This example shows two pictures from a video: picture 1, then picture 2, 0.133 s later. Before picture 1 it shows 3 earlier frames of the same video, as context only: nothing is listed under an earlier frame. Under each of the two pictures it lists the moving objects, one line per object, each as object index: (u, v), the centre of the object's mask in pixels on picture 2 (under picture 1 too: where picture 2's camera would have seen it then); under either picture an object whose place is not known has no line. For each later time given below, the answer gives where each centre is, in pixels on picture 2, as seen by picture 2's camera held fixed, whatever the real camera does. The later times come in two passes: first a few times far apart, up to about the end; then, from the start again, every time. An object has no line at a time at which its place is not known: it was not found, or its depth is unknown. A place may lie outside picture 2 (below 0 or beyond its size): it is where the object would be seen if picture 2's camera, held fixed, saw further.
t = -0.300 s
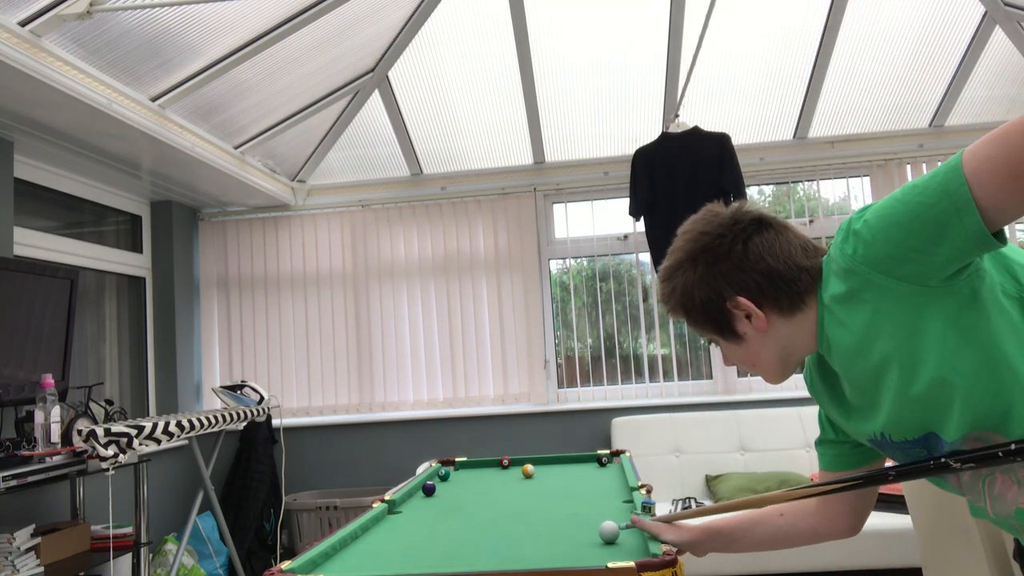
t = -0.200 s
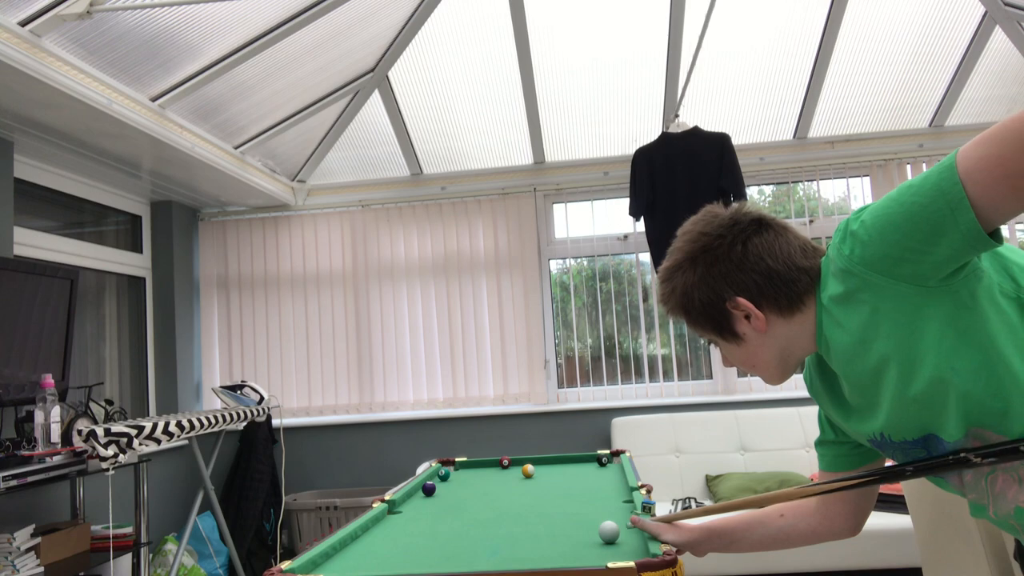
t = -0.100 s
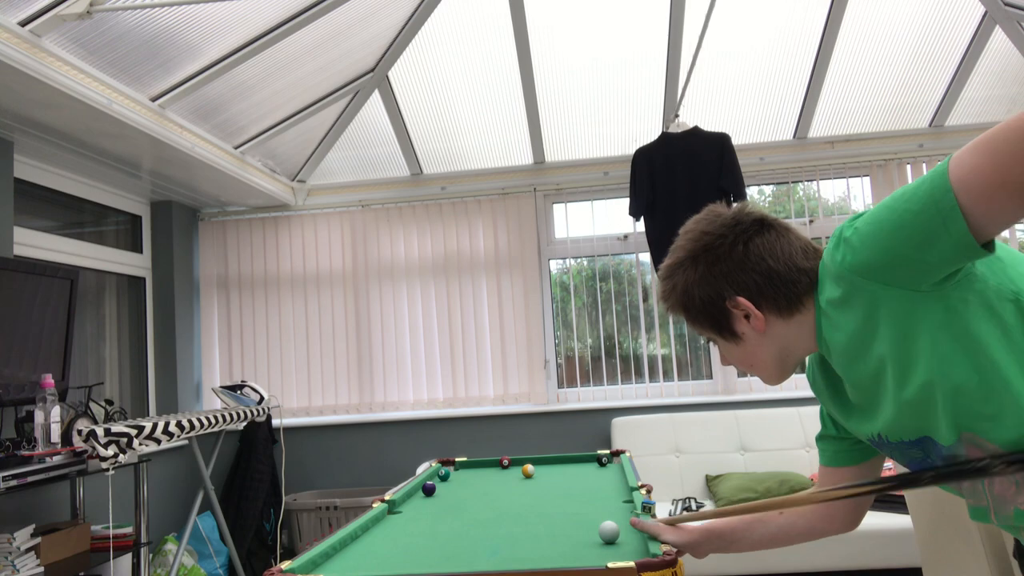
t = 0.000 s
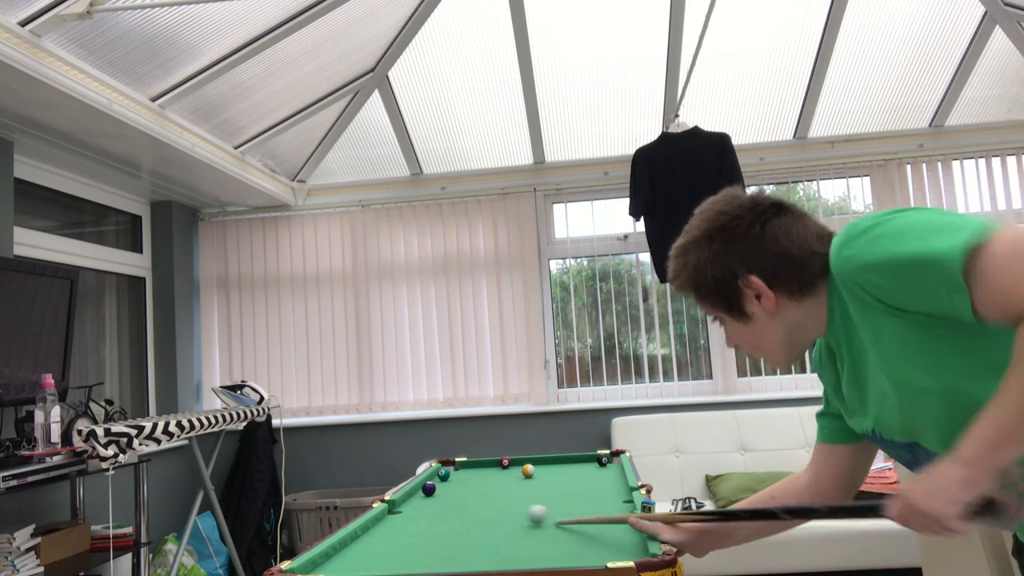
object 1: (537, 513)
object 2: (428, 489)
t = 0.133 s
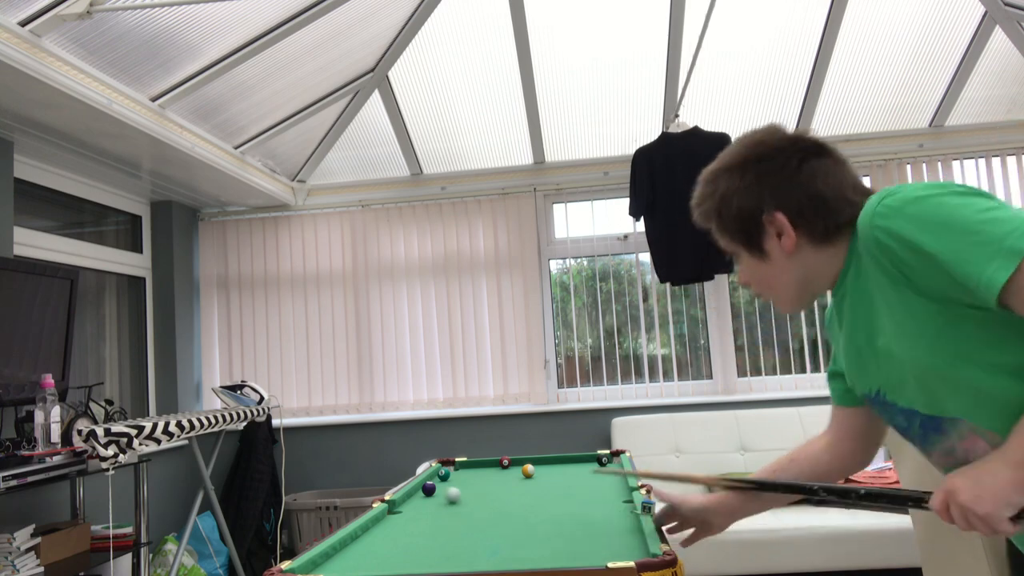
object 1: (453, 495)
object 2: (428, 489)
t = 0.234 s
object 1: (434, 490)
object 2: (439, 480)
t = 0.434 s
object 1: (425, 484)
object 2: (501, 468)
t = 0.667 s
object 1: (444, 476)
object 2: (557, 461)
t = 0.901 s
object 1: (457, 473)
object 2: (611, 463)
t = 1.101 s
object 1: (468, 471)
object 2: (596, 468)
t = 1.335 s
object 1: (479, 469)
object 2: (571, 474)
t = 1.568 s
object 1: (489, 468)
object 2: (546, 481)
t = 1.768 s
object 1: (495, 467)
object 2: (524, 487)
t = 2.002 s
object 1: (501, 466)
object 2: (497, 494)
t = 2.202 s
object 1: (505, 466)
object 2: (476, 499)
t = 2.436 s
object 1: (507, 466)
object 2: (452, 504)
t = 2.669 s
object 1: (508, 466)
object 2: (433, 509)
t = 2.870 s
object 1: (508, 466)
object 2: (419, 512)
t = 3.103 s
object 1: (508, 466)
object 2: (407, 516)
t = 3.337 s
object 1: (508, 466)
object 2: (401, 517)
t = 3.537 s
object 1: (508, 466)
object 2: (400, 517)
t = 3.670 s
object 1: (508, 466)
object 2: (400, 517)
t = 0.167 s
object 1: (437, 491)
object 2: (427, 488)
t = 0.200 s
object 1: (434, 490)
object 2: (423, 485)
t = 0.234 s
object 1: (434, 490)
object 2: (439, 480)
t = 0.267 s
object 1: (434, 489)
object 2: (452, 479)
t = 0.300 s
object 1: (432, 488)
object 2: (463, 476)
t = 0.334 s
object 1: (430, 487)
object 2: (473, 474)
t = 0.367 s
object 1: (429, 486)
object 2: (483, 472)
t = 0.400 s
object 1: (426, 486)
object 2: (492, 470)
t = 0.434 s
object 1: (425, 484)
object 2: (501, 468)
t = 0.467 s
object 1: (429, 483)
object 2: (510, 466)
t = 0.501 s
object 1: (431, 481)
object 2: (518, 464)
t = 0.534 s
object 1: (434, 480)
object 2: (526, 460)
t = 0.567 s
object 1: (437, 479)
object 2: (534, 460)
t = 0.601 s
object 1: (440, 477)
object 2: (542, 460)
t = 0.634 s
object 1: (442, 476)
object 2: (550, 460)
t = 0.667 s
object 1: (444, 476)
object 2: (557, 461)
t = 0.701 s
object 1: (446, 475)
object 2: (564, 461)
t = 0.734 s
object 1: (448, 475)
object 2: (572, 462)
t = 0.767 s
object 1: (450, 474)
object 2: (580, 462)
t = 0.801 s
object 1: (452, 474)
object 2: (587, 462)
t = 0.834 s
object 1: (454, 474)
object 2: (595, 462)
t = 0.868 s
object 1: (456, 473)
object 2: (603, 461)
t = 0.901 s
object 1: (457, 473)
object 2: (611, 463)
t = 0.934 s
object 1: (459, 472)
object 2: (615, 462)
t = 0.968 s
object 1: (461, 472)
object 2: (610, 464)
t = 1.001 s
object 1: (463, 472)
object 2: (607, 466)
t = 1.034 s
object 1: (465, 472)
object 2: (603, 467)
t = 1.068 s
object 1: (466, 471)
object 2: (599, 467)
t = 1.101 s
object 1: (468, 471)
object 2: (596, 468)
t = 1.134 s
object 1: (470, 471)
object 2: (592, 468)
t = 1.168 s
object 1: (471, 471)
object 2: (589, 470)
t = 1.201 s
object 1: (473, 470)
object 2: (586, 471)
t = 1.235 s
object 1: (475, 470)
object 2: (582, 472)
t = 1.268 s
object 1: (476, 470)
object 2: (578, 472)
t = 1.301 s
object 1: (477, 469)
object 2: (575, 473)
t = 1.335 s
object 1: (479, 469)
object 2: (571, 474)
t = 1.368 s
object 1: (480, 469)
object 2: (568, 475)
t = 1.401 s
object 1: (482, 469)
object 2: (564, 476)
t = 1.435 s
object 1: (484, 468)
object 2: (561, 477)
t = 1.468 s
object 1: (485, 468)
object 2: (557, 478)
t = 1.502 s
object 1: (486, 468)
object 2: (553, 479)
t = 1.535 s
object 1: (487, 468)
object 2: (550, 480)
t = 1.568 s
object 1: (489, 468)
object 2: (546, 481)
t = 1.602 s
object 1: (490, 468)
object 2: (542, 482)
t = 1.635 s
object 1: (491, 468)
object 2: (539, 483)
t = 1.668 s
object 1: (492, 467)
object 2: (535, 484)
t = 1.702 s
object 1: (493, 467)
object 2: (531, 485)
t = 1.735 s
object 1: (494, 467)
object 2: (527, 486)
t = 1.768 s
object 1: (495, 467)
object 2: (524, 487)
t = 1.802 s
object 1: (496, 467)
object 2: (519, 488)
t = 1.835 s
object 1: (497, 467)
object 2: (516, 489)
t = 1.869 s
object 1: (498, 466)
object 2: (512, 490)
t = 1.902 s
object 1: (499, 466)
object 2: (508, 491)
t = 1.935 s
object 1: (499, 466)
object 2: (504, 492)
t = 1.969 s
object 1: (500, 466)
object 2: (501, 492)
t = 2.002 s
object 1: (501, 466)
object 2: (497, 494)
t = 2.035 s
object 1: (502, 466)
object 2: (494, 495)
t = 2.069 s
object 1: (502, 466)
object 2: (490, 495)
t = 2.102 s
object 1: (503, 466)
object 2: (486, 496)
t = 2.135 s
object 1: (503, 466)
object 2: (483, 497)
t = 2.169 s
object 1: (504, 466)
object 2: (479, 498)
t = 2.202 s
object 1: (505, 466)
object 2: (476, 499)
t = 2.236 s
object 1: (505, 466)
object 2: (472, 499)
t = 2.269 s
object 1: (505, 466)
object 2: (469, 500)
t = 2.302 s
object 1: (506, 466)
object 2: (466, 501)
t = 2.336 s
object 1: (506, 466)
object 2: (462, 502)
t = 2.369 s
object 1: (506, 466)
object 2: (459, 503)
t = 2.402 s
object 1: (507, 466)
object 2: (456, 504)
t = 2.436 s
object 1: (507, 466)
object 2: (452, 504)
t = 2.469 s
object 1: (507, 466)
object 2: (450, 505)
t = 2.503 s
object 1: (508, 466)
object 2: (446, 506)
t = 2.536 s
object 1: (508, 466)
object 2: (444, 507)
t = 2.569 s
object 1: (508, 466)
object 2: (441, 507)
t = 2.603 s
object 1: (508, 466)
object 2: (438, 508)
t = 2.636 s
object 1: (508, 466)
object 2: (436, 509)
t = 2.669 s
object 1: (508, 466)
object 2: (433, 509)
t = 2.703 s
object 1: (508, 466)
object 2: (430, 510)
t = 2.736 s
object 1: (508, 466)
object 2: (428, 511)
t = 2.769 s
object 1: (508, 466)
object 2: (425, 511)
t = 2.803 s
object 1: (508, 466)
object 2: (423, 512)
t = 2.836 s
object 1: (508, 466)
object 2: (421, 512)
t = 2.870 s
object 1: (508, 466)
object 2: (419, 512)
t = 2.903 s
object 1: (508, 466)
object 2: (417, 513)
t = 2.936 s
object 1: (508, 466)
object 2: (415, 514)
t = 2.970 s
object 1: (508, 466)
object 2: (413, 514)
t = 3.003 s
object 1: (508, 466)
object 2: (411, 514)
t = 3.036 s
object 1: (508, 466)
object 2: (410, 515)
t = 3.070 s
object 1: (508, 466)
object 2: (408, 515)
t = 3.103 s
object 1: (508, 466)
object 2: (407, 516)
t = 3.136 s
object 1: (508, 466)
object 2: (406, 516)
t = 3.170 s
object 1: (508, 466)
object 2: (405, 516)
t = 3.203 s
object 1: (508, 466)
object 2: (404, 517)
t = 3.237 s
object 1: (508, 466)
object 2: (403, 517)
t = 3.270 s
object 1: (508, 466)
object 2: (402, 517)
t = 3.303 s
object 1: (508, 466)
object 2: (402, 517)
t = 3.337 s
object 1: (508, 466)
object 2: (401, 517)
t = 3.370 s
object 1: (508, 466)
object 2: (401, 518)
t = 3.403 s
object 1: (508, 466)
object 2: (400, 517)
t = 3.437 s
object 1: (508, 466)
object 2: (400, 518)
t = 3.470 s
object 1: (508, 466)
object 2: (400, 518)
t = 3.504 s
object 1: (508, 465)
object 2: (400, 517)
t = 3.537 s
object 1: (508, 466)
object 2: (400, 517)
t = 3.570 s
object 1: (508, 466)
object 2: (400, 517)
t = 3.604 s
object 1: (508, 466)
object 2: (400, 518)
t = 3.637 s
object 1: (508, 466)
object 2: (400, 517)
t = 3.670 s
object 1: (508, 466)
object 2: (400, 517)
